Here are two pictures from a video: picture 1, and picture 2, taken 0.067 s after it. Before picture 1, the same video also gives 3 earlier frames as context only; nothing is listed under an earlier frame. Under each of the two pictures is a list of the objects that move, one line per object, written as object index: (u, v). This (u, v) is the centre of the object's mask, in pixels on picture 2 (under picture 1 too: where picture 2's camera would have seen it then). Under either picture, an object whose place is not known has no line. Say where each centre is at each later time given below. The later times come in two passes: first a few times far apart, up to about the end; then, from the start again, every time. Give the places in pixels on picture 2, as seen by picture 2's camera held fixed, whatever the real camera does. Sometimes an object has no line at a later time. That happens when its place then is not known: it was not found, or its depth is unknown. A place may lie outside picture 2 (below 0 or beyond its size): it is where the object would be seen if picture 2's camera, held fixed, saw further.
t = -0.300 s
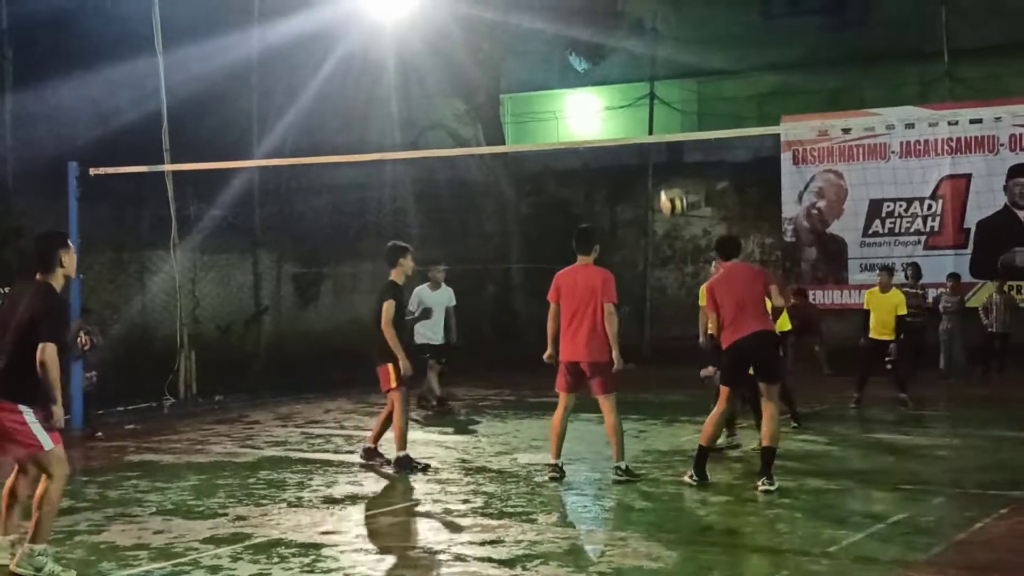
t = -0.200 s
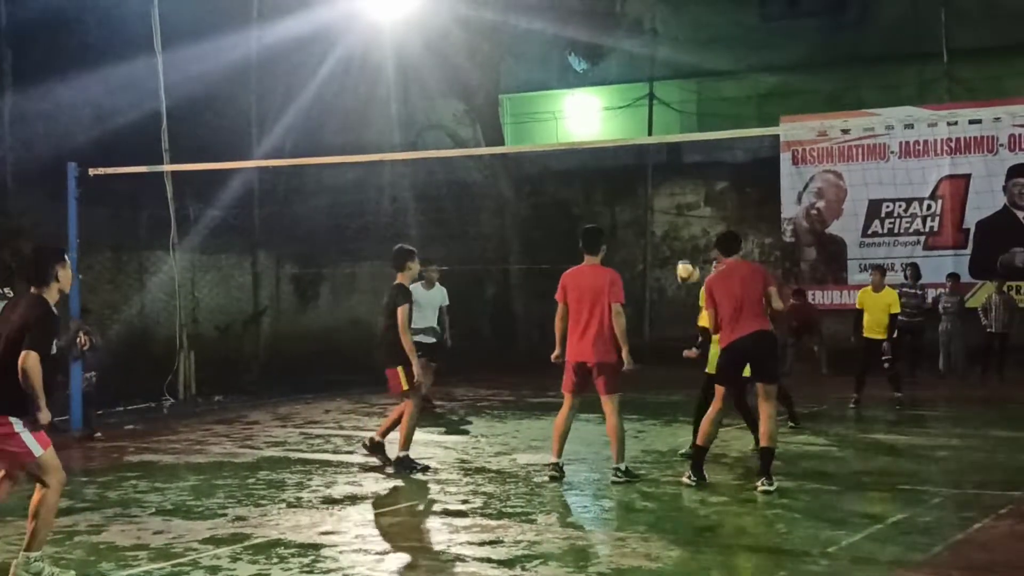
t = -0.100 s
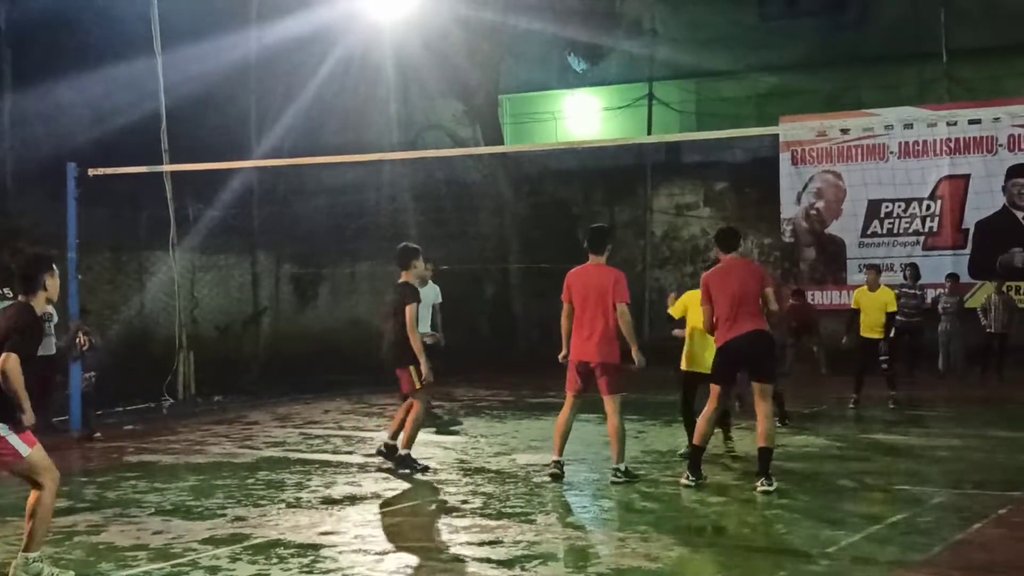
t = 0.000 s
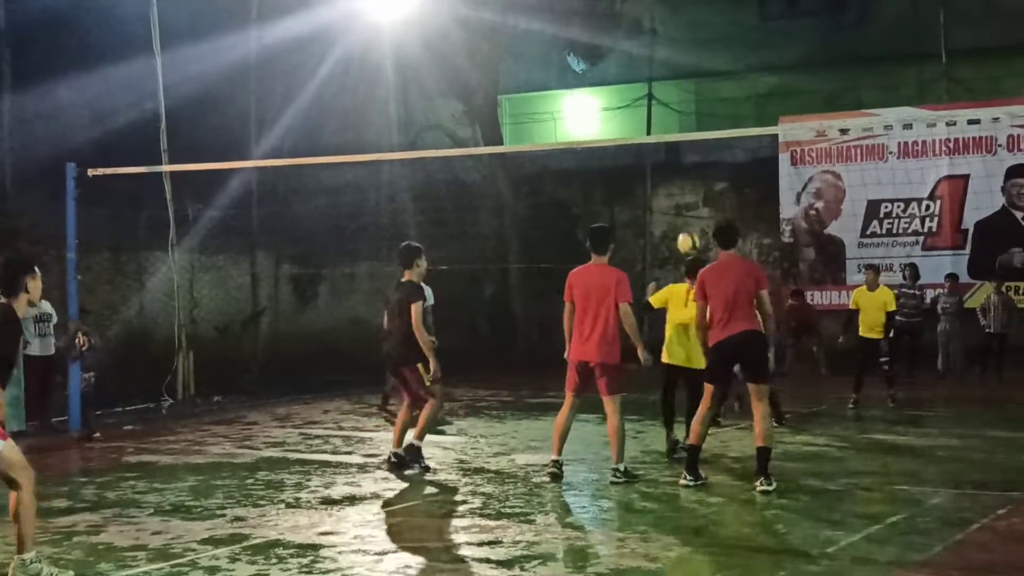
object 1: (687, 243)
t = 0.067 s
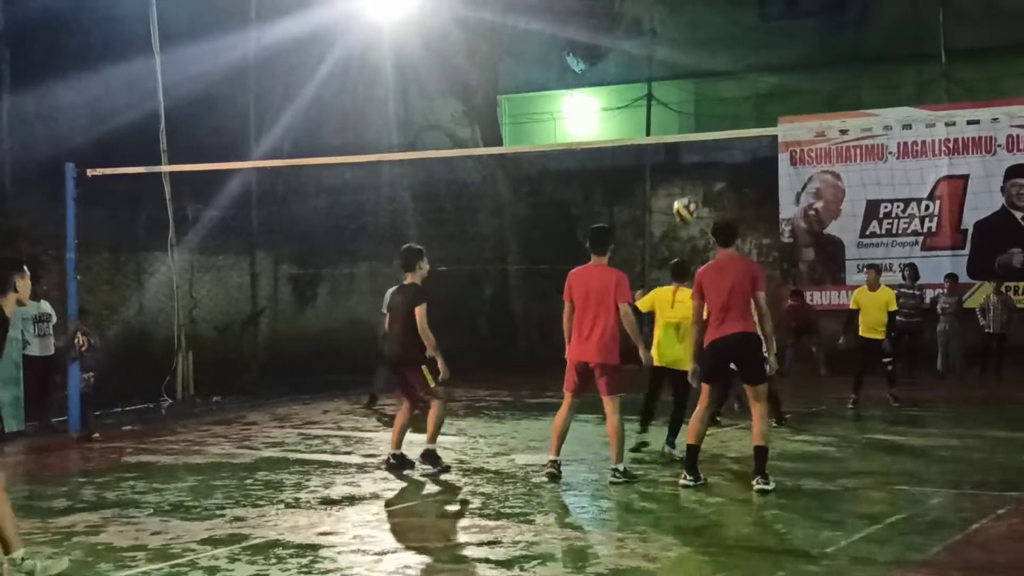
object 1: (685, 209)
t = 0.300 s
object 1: (670, 125)
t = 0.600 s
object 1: (651, 103)
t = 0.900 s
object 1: (632, 180)
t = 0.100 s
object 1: (682, 194)
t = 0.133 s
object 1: (680, 180)
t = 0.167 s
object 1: (678, 168)
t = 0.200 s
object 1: (676, 155)
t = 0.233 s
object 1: (674, 147)
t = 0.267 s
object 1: (670, 130)
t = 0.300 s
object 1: (670, 125)
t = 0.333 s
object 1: (668, 119)
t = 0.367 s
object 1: (665, 113)
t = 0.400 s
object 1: (663, 107)
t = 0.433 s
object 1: (661, 103)
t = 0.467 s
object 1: (659, 101)
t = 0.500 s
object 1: (657, 99)
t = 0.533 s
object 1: (655, 100)
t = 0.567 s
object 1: (653, 100)
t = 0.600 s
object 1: (651, 103)
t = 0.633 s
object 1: (649, 106)
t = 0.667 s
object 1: (647, 110)
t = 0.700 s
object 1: (645, 117)
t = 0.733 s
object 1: (643, 124)
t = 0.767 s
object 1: (640, 129)
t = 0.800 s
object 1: (638, 143)
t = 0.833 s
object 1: (636, 153)
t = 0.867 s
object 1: (635, 165)
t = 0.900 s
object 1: (632, 180)
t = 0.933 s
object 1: (630, 195)
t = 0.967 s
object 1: (628, 211)
